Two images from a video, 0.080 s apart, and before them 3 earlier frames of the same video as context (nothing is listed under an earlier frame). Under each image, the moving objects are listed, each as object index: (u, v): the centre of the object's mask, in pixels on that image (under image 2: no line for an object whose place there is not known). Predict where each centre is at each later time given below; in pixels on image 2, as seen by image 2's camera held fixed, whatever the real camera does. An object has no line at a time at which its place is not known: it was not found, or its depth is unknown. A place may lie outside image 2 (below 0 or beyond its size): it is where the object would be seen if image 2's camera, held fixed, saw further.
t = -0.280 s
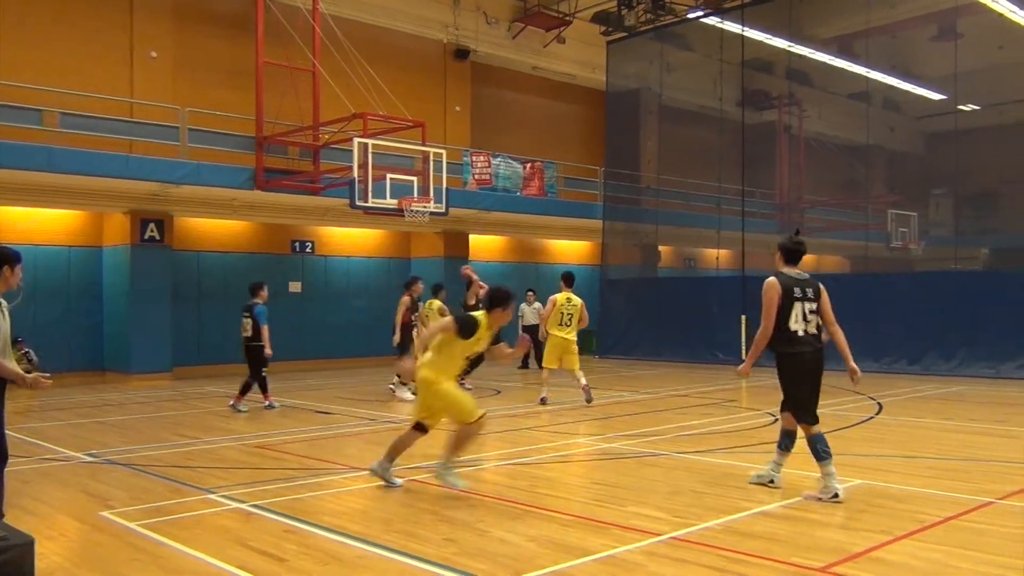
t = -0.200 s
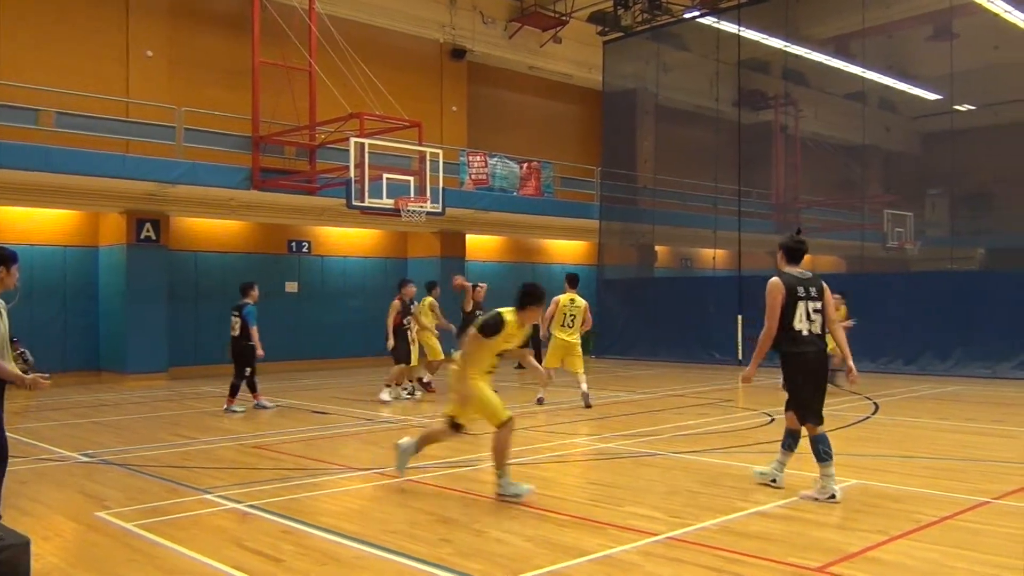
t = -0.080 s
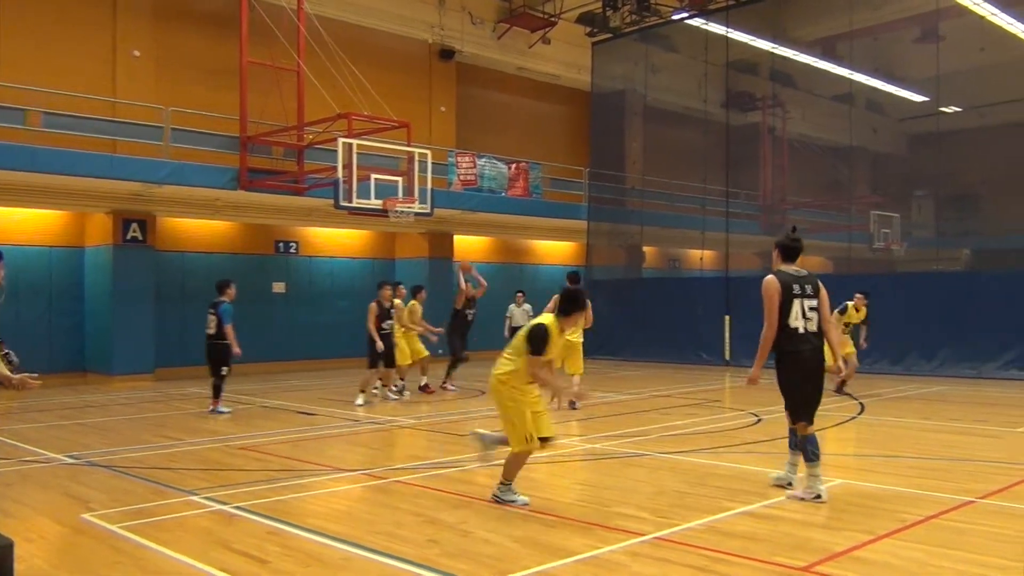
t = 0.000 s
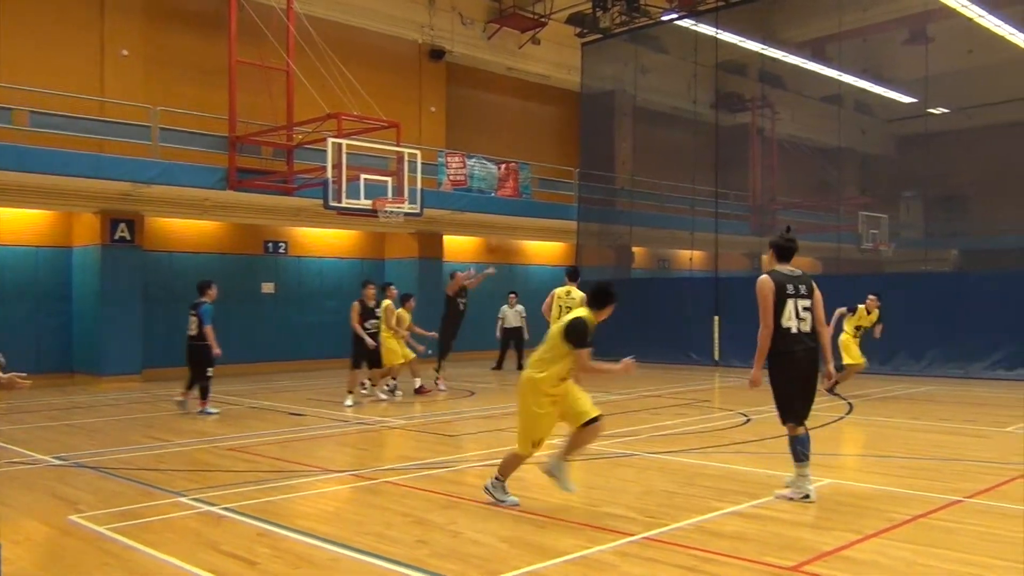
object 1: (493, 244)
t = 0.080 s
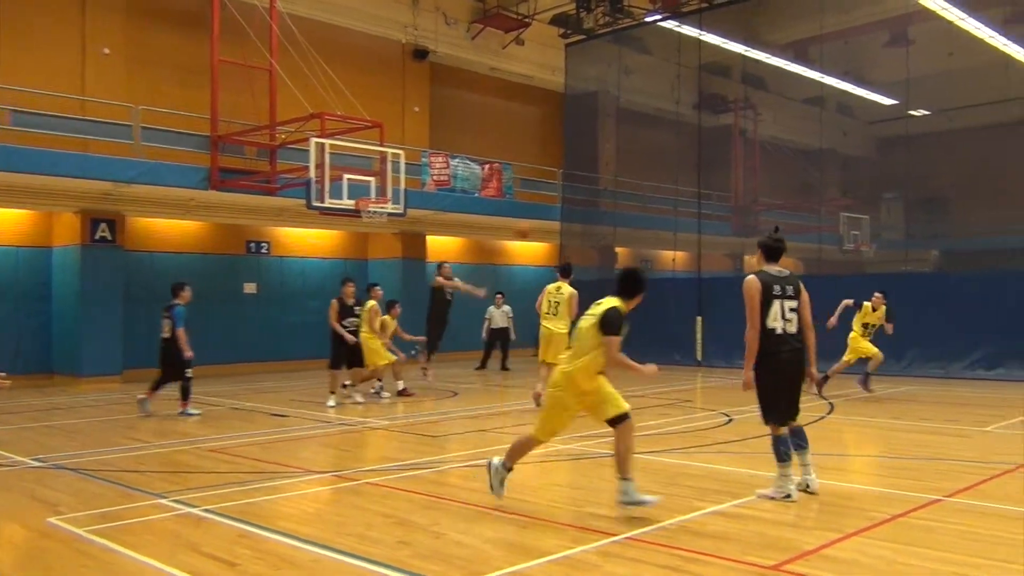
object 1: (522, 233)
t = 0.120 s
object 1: (548, 222)
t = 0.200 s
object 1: (596, 212)
